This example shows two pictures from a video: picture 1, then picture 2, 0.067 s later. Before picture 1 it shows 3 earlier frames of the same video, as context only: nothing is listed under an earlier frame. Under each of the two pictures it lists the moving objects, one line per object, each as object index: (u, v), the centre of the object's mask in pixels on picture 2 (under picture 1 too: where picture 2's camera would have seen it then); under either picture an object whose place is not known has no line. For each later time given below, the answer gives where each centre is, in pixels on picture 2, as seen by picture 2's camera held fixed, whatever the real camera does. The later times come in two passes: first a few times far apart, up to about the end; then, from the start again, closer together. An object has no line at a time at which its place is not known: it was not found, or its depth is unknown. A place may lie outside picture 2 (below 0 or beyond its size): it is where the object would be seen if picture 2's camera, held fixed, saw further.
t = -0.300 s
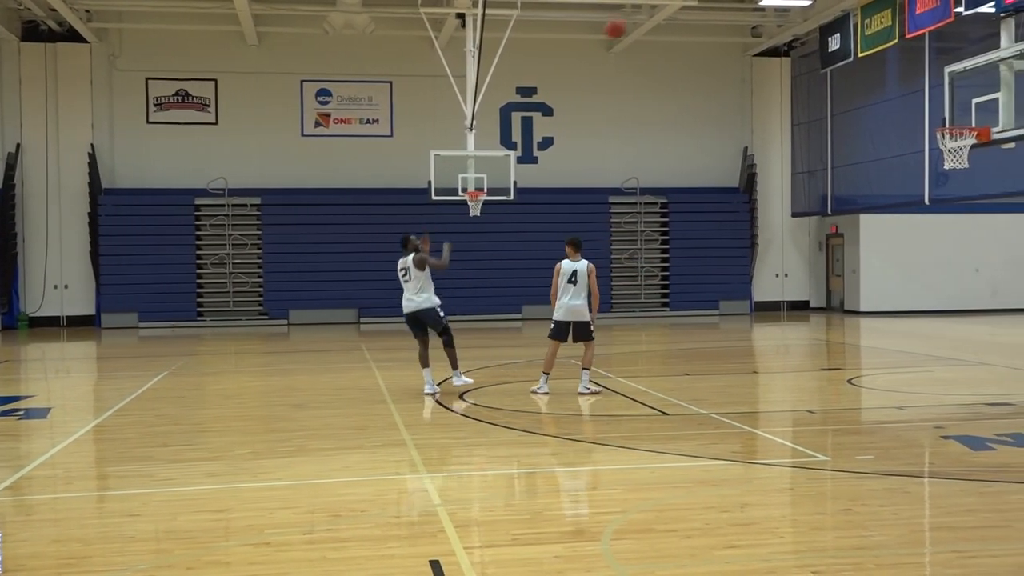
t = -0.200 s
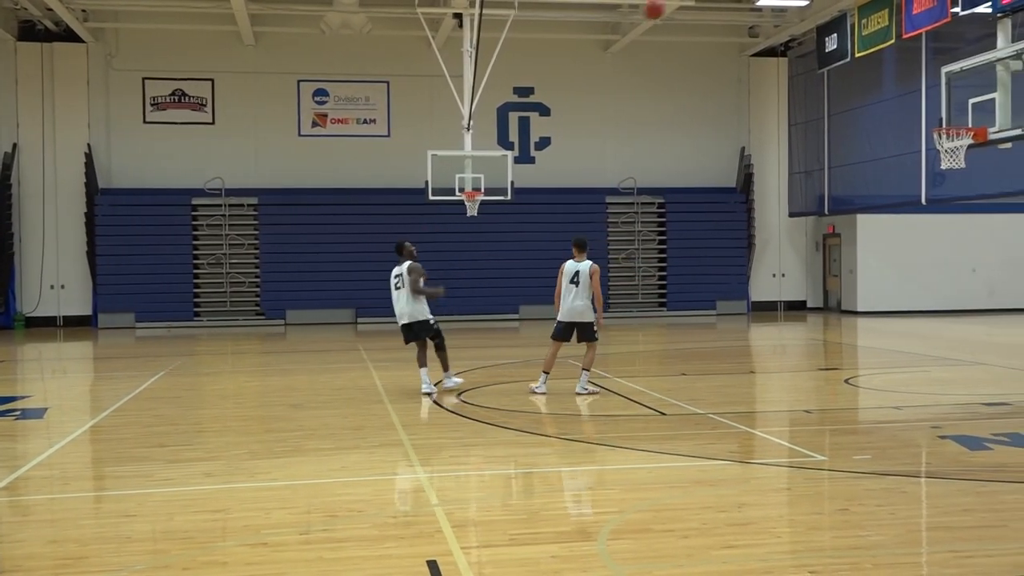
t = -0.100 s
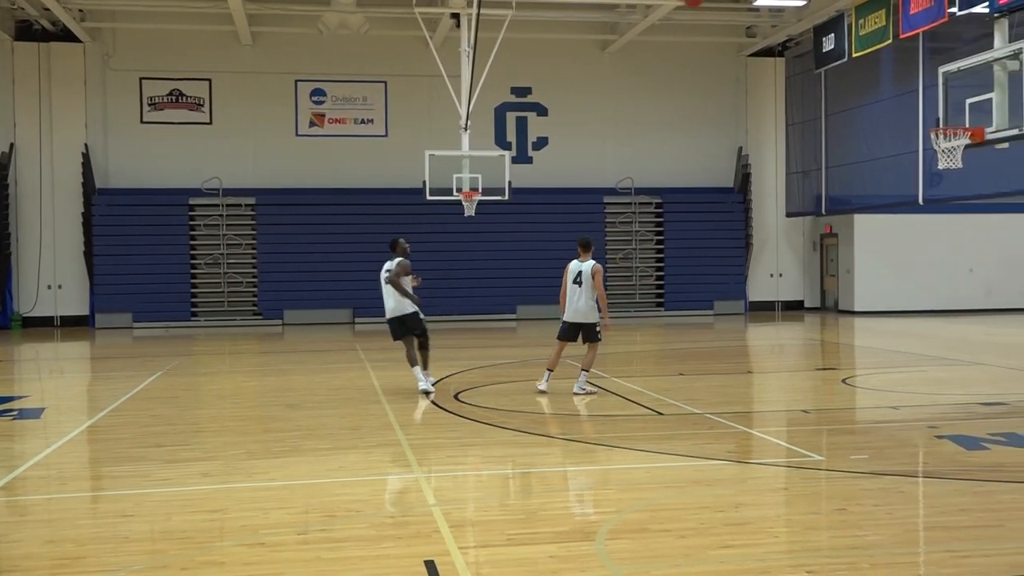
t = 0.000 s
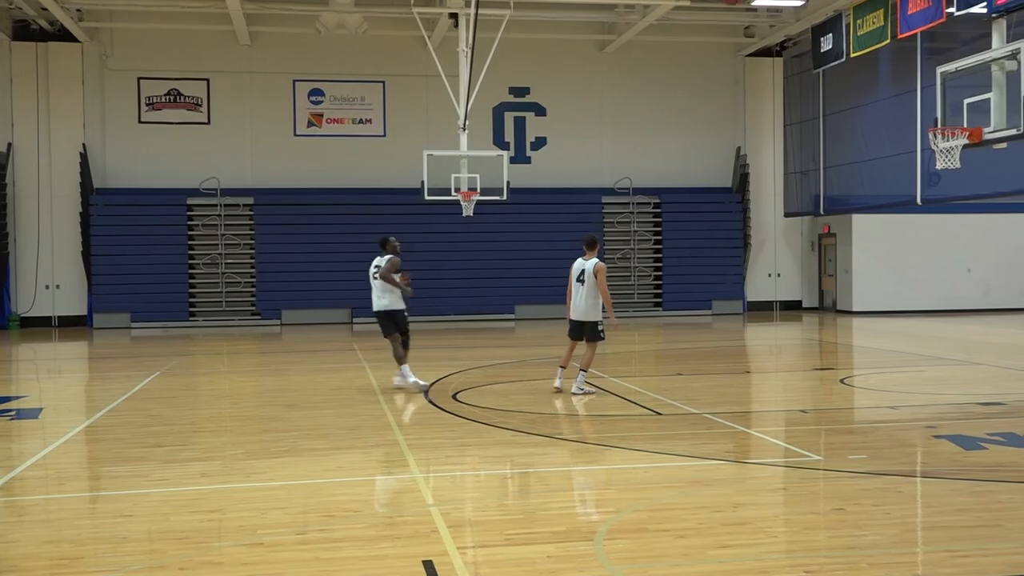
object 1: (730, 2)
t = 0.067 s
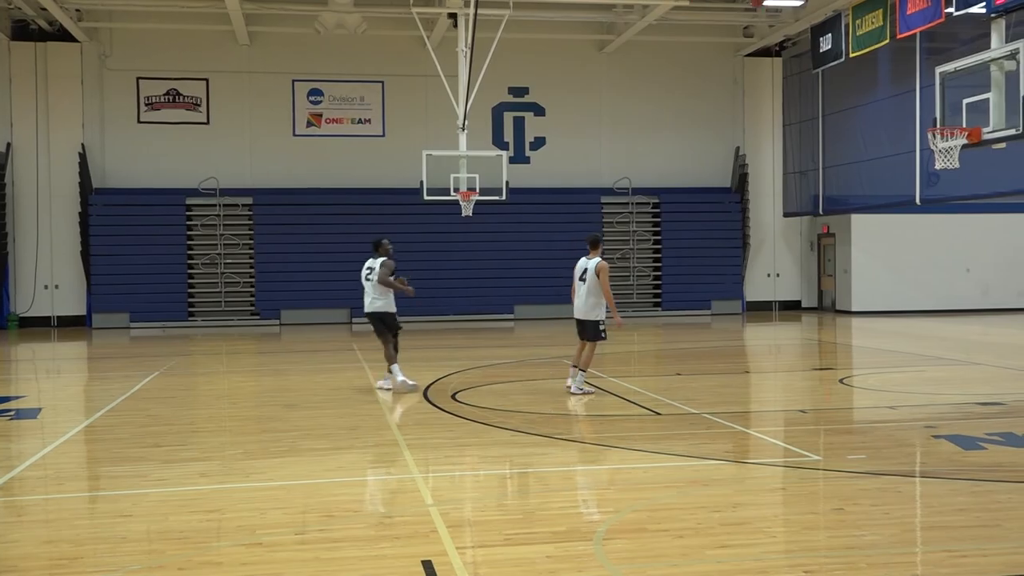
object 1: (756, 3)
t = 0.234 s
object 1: (826, 20)
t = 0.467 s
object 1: (916, 86)
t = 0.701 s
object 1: (944, 173)
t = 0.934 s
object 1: (918, 264)
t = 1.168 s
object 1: (894, 354)
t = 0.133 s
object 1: (784, 6)
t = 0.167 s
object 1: (799, 9)
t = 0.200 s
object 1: (811, 12)
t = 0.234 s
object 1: (826, 20)
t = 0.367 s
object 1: (878, 53)
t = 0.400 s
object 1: (891, 62)
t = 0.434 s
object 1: (903, 74)
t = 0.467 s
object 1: (916, 86)
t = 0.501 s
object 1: (930, 99)
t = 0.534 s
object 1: (944, 113)
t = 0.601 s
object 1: (961, 140)
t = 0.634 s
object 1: (953, 149)
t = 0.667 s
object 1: (948, 166)
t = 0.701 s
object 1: (944, 173)
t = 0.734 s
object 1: (940, 183)
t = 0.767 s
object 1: (936, 195)
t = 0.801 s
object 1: (933, 207)
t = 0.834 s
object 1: (929, 221)
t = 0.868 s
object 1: (925, 234)
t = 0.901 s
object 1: (922, 249)
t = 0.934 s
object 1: (918, 264)
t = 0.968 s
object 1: (915, 280)
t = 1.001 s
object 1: (912, 297)
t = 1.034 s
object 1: (908, 315)
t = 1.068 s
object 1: (906, 332)
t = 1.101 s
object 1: (903, 351)
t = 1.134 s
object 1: (900, 368)
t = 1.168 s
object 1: (894, 354)
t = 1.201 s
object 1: (888, 341)
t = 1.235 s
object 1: (882, 329)
